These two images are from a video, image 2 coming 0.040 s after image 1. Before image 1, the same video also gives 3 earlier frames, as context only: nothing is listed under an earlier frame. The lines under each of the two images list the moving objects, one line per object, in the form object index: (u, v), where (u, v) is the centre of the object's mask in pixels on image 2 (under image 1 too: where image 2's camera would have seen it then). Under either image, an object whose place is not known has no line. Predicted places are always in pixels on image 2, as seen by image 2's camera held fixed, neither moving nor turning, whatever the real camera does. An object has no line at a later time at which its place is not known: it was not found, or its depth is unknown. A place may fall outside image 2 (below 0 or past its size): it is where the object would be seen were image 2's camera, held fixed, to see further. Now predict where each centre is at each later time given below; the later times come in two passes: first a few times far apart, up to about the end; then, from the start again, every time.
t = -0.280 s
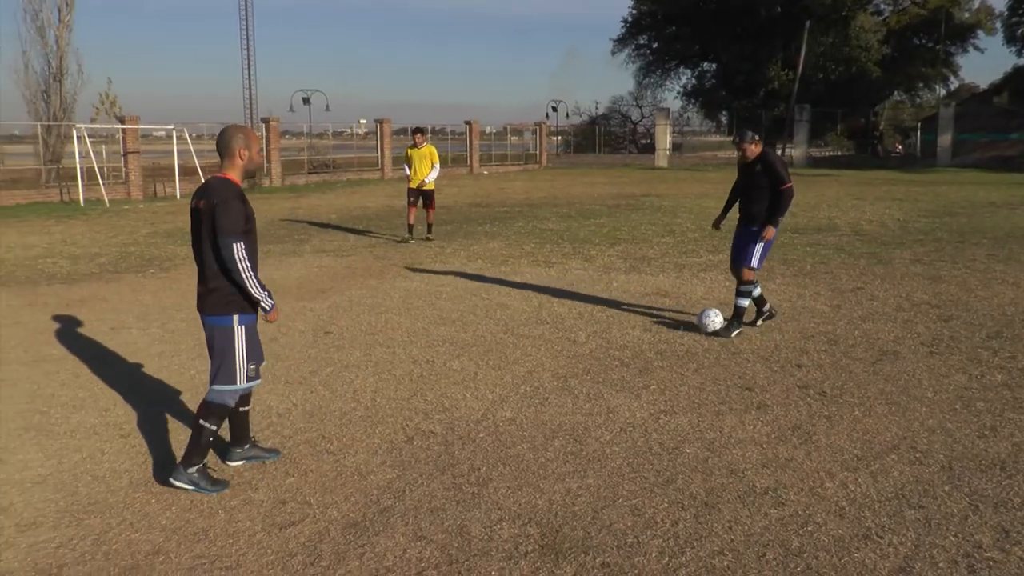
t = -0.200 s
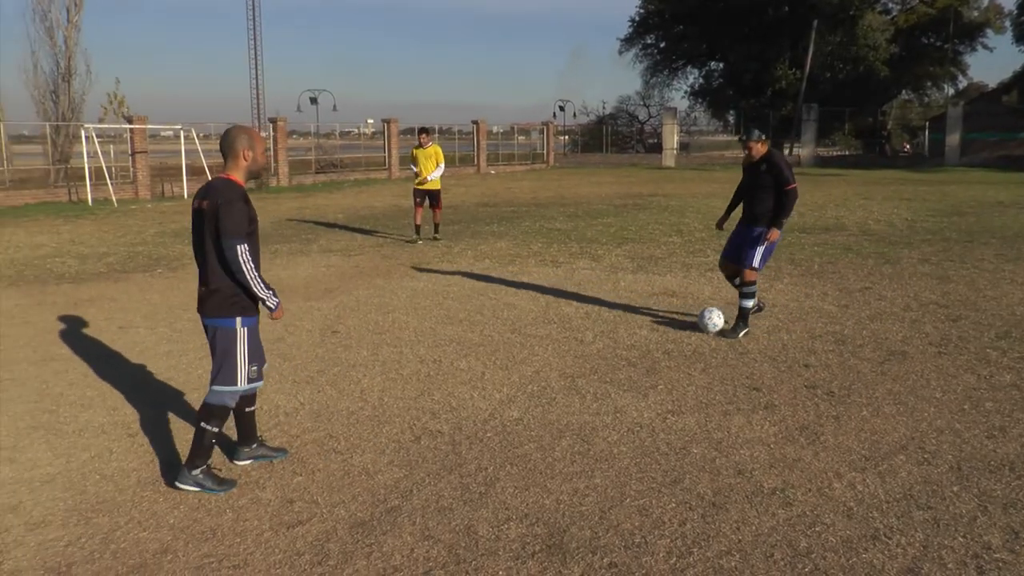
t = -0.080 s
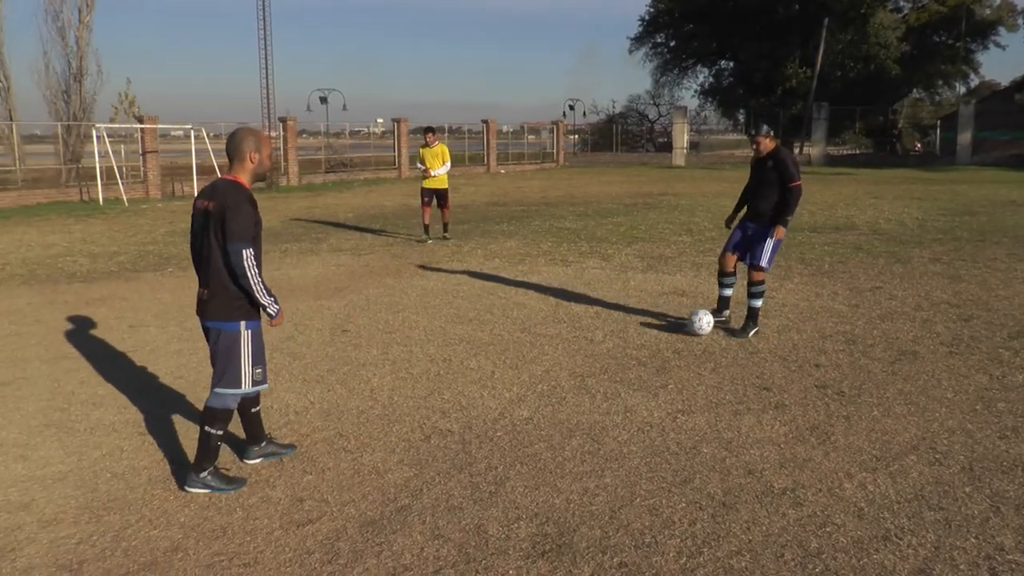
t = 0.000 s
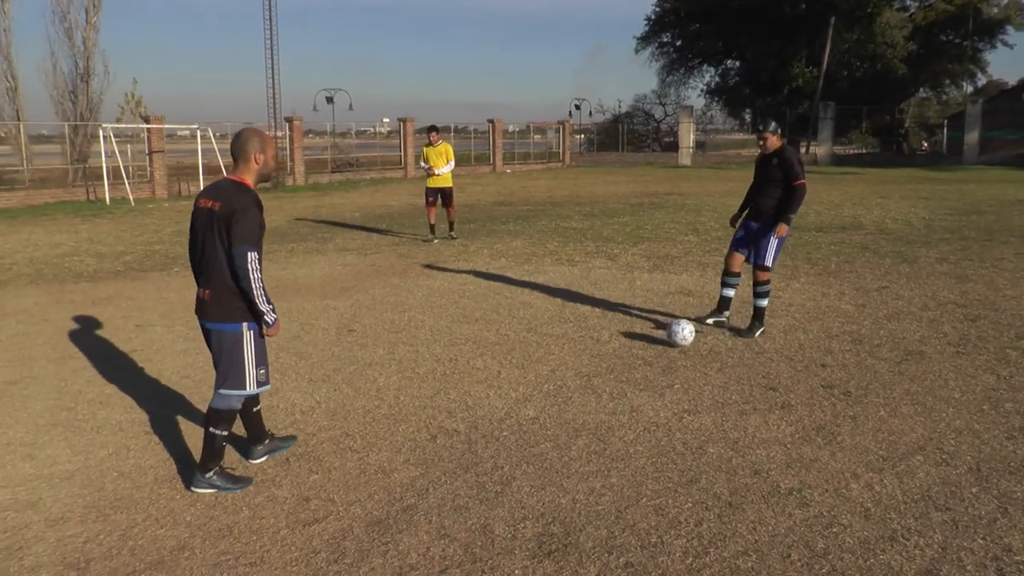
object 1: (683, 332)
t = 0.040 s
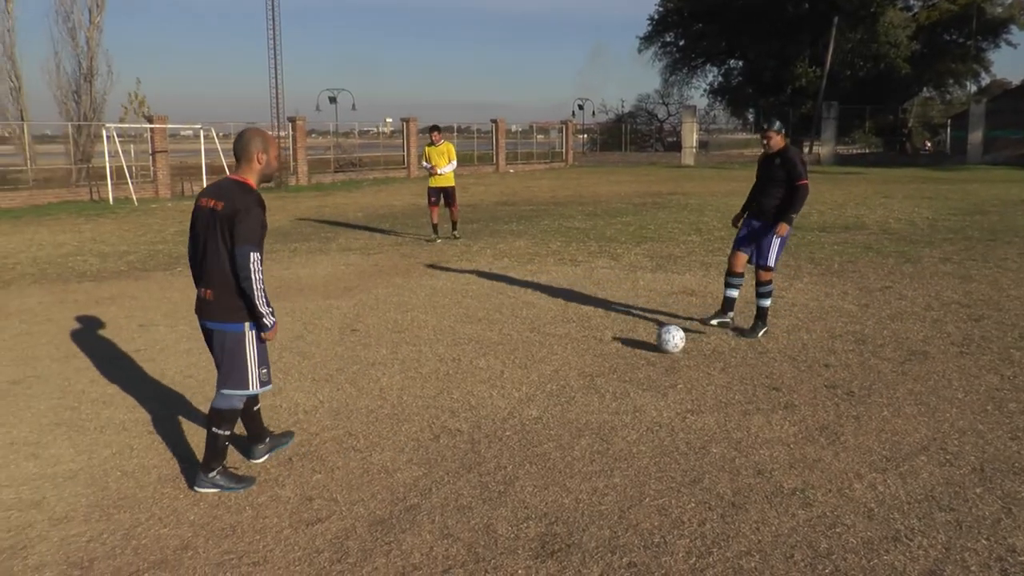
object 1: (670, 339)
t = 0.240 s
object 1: (611, 359)
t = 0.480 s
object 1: (544, 383)
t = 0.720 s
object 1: (467, 413)
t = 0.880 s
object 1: (405, 432)
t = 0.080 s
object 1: (658, 343)
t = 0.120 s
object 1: (646, 348)
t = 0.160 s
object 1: (634, 353)
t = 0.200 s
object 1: (622, 355)
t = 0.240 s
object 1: (611, 359)
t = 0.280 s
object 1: (600, 363)
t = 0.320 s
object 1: (589, 366)
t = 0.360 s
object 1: (578, 370)
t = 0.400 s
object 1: (566, 375)
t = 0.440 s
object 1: (555, 378)
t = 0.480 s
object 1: (544, 383)
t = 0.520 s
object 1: (532, 387)
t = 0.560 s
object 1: (520, 391)
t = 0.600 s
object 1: (507, 397)
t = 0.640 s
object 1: (494, 401)
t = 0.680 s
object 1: (480, 406)
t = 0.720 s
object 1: (467, 413)
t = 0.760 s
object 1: (452, 417)
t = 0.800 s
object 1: (437, 421)
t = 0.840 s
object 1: (422, 426)
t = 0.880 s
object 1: (405, 432)
